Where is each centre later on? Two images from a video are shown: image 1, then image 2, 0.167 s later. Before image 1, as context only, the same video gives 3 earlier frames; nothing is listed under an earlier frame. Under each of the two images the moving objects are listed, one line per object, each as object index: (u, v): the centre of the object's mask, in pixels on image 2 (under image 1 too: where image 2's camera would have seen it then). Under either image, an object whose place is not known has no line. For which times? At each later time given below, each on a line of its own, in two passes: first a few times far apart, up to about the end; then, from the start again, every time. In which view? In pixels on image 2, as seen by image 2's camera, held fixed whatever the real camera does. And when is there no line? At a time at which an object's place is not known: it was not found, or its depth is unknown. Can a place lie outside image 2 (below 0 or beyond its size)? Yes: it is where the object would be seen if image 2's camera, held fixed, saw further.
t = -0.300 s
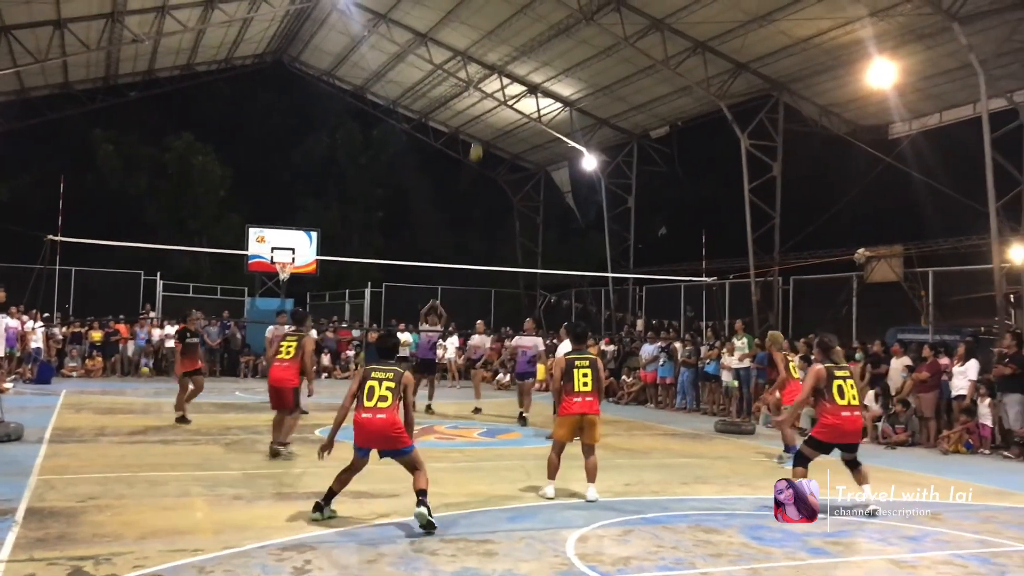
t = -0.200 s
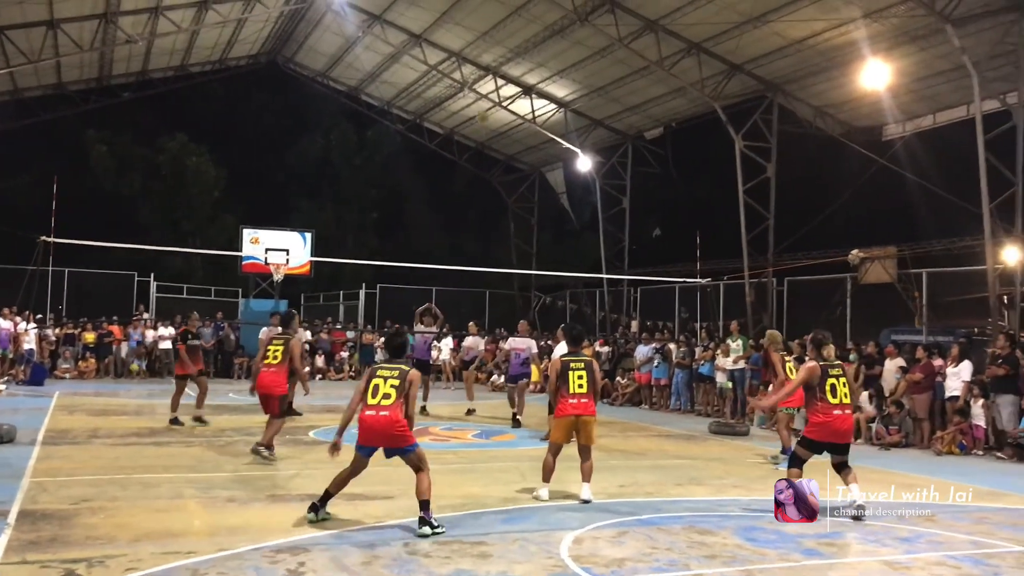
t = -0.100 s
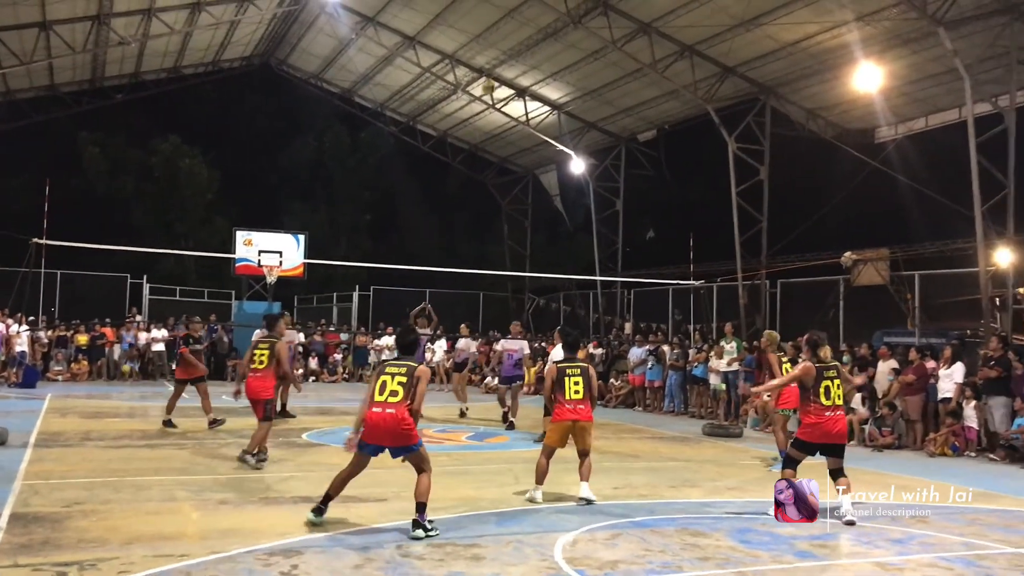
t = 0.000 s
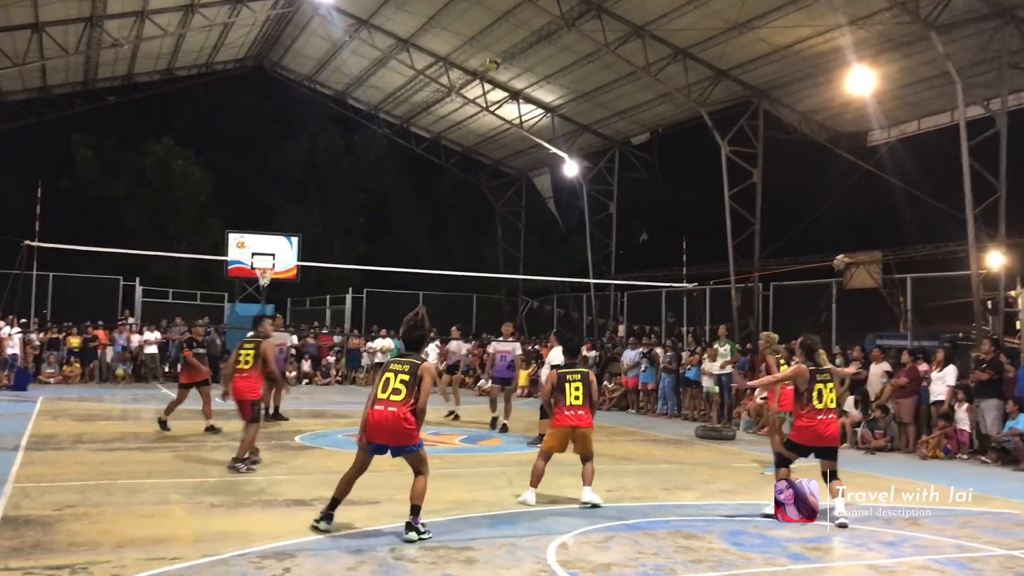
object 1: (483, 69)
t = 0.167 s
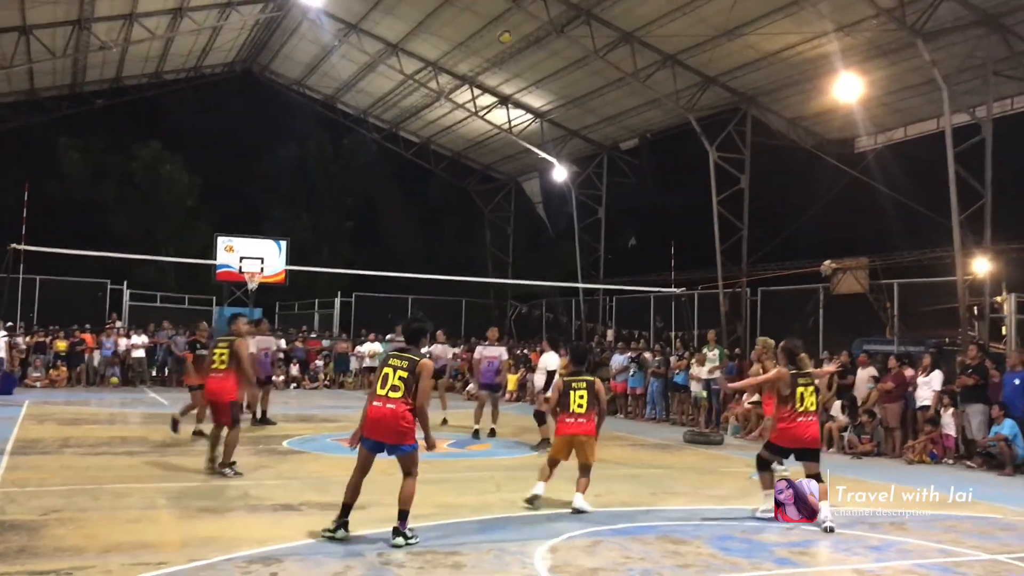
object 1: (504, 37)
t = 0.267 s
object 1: (517, 25)
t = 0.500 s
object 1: (548, 26)
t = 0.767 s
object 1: (586, 81)
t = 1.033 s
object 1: (625, 209)
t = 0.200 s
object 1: (509, 32)
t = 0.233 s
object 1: (512, 27)
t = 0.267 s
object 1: (517, 25)
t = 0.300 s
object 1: (521, 23)
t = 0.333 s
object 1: (526, 21)
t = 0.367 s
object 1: (531, 21)
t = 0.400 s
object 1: (534, 21)
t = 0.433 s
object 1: (540, 20)
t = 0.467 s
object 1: (544, 23)
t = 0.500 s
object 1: (548, 26)
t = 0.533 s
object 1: (553, 29)
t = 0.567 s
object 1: (558, 33)
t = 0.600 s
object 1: (562, 39)
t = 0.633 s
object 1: (567, 46)
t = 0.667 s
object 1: (572, 52)
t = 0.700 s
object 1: (577, 61)
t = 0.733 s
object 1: (581, 70)
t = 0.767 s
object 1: (586, 81)
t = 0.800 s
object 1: (591, 93)
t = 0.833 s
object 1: (596, 104)
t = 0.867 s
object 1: (601, 119)
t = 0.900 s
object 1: (605, 135)
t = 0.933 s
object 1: (610, 152)
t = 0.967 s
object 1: (615, 170)
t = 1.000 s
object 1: (620, 189)
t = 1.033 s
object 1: (625, 209)
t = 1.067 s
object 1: (630, 231)
